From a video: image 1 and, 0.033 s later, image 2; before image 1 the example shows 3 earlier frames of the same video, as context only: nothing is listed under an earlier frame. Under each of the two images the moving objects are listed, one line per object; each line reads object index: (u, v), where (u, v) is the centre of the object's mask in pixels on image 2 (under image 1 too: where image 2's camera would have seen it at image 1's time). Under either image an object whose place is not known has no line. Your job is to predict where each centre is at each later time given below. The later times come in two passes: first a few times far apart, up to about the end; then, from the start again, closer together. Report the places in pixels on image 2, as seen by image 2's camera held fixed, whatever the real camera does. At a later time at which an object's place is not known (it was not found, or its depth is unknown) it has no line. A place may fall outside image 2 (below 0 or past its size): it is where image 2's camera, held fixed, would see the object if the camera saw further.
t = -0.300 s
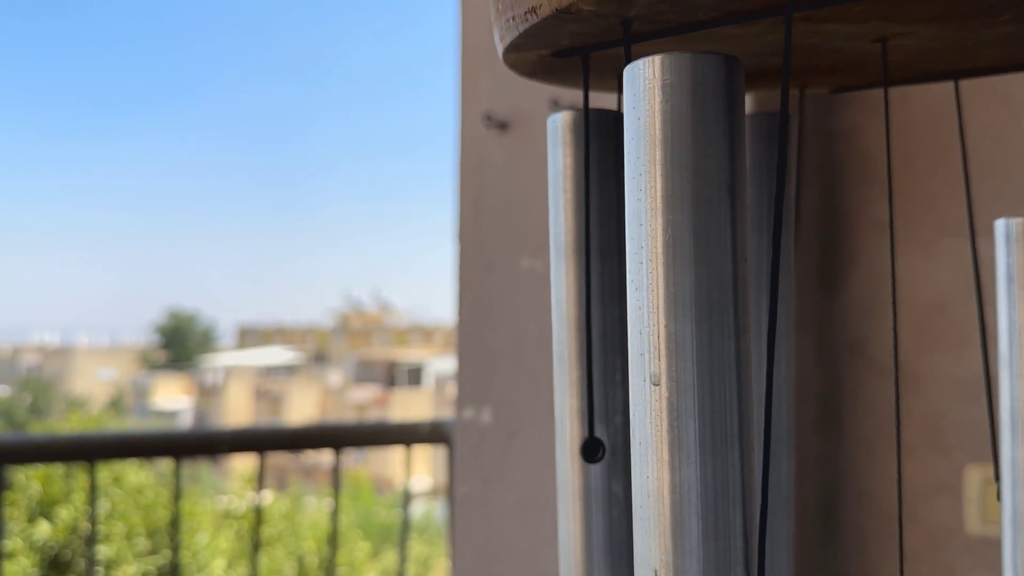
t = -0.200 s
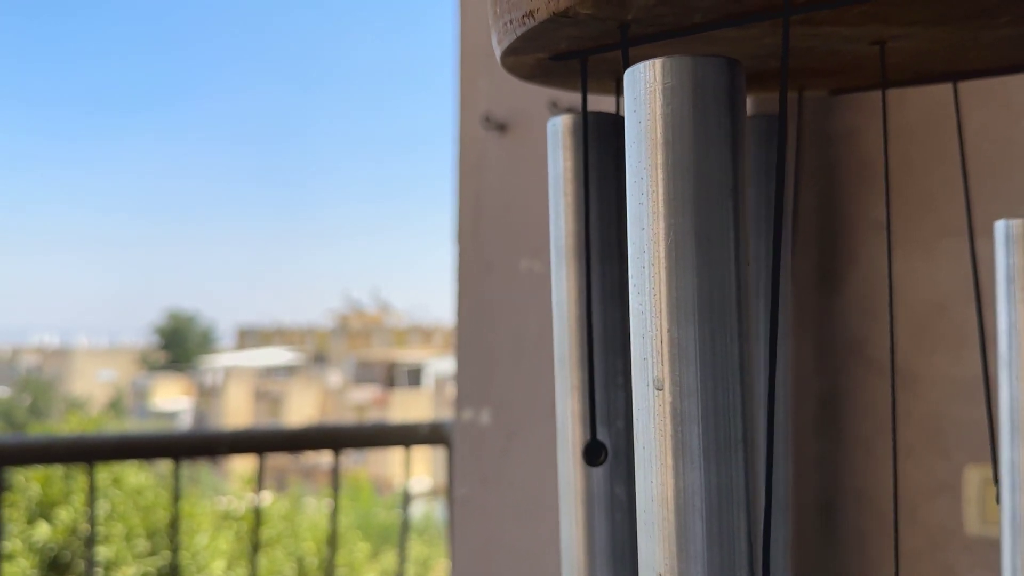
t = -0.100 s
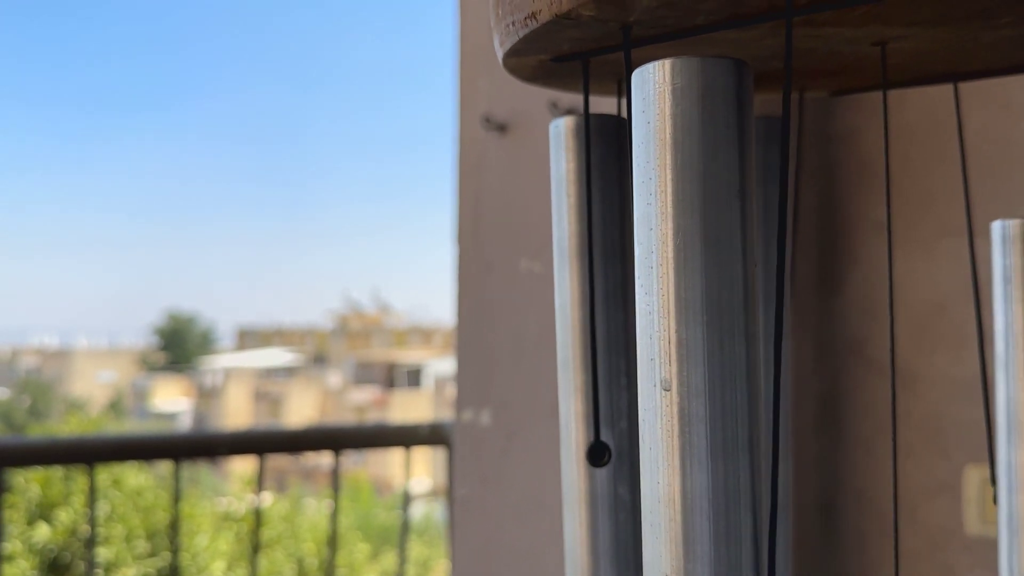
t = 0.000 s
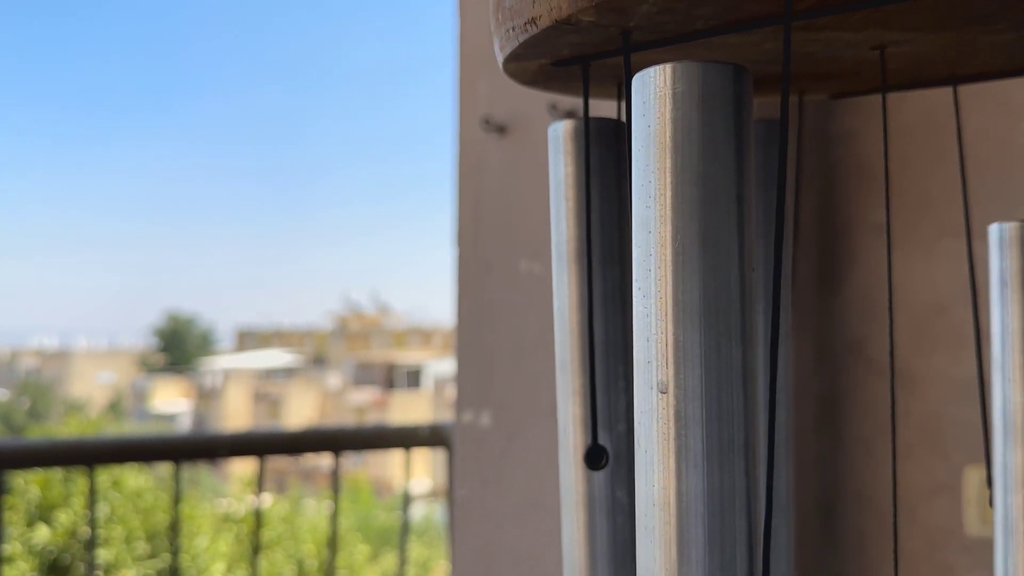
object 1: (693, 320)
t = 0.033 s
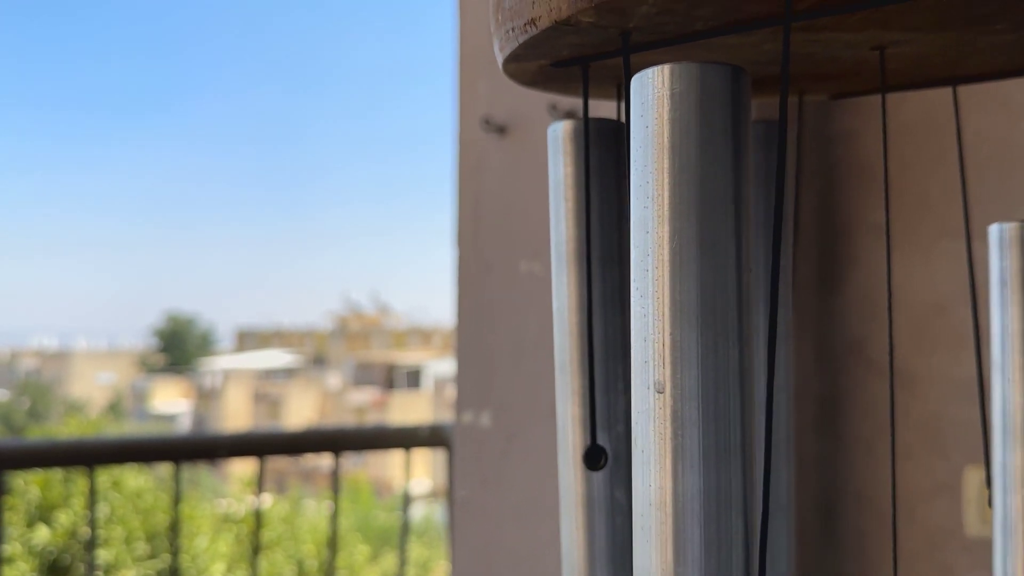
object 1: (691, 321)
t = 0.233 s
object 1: (681, 322)
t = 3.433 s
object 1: (685, 317)
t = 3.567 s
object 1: (690, 315)
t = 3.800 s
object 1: (687, 321)
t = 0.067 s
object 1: (687, 321)
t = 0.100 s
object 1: (685, 321)
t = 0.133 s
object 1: (684, 322)
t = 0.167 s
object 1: (682, 322)
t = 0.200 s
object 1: (681, 322)
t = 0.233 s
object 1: (681, 322)
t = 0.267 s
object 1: (681, 321)
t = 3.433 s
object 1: (685, 317)
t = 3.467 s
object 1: (687, 317)
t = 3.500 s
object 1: (688, 316)
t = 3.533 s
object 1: (690, 315)
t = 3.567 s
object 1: (690, 315)
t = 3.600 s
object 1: (691, 315)
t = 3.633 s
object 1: (691, 314)
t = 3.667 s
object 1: (691, 314)
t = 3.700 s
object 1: (691, 316)
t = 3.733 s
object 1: (690, 318)
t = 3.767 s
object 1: (688, 319)
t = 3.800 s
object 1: (687, 321)
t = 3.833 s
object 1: (685, 323)
